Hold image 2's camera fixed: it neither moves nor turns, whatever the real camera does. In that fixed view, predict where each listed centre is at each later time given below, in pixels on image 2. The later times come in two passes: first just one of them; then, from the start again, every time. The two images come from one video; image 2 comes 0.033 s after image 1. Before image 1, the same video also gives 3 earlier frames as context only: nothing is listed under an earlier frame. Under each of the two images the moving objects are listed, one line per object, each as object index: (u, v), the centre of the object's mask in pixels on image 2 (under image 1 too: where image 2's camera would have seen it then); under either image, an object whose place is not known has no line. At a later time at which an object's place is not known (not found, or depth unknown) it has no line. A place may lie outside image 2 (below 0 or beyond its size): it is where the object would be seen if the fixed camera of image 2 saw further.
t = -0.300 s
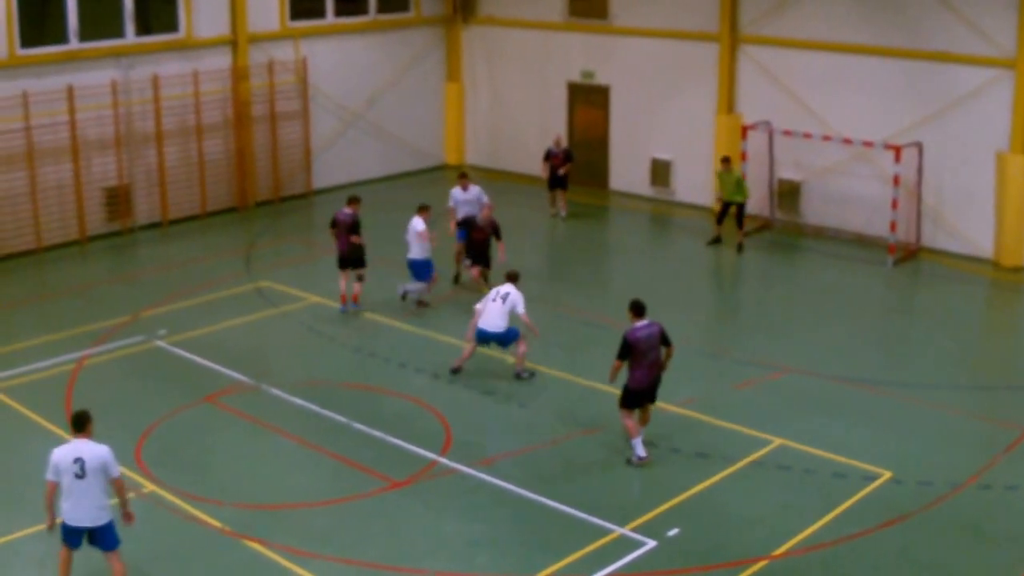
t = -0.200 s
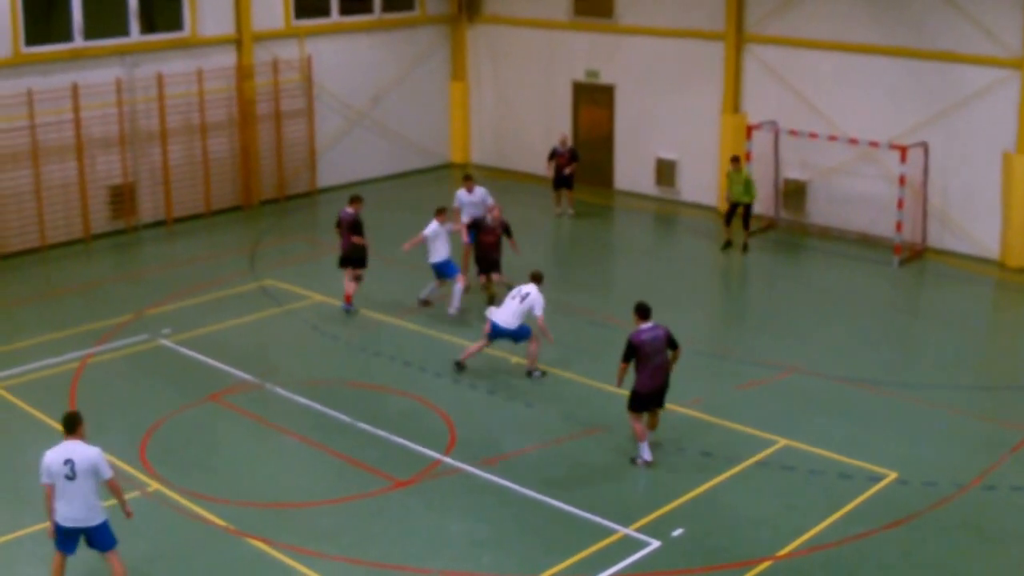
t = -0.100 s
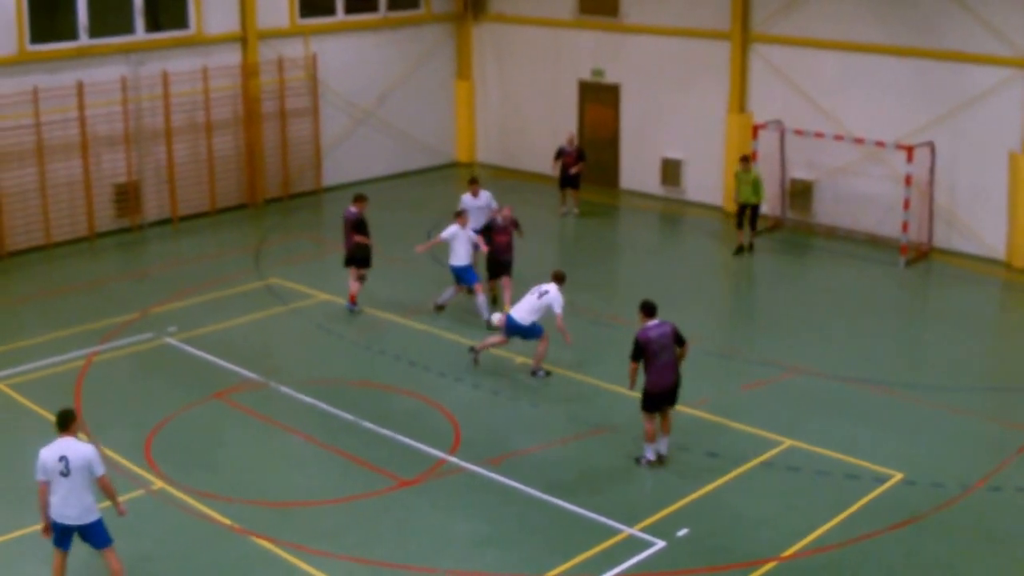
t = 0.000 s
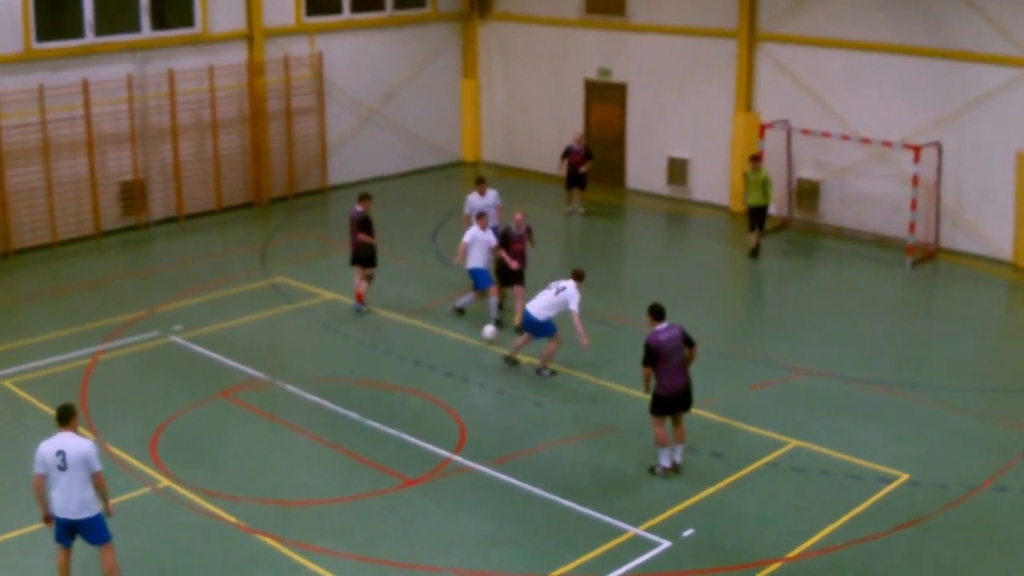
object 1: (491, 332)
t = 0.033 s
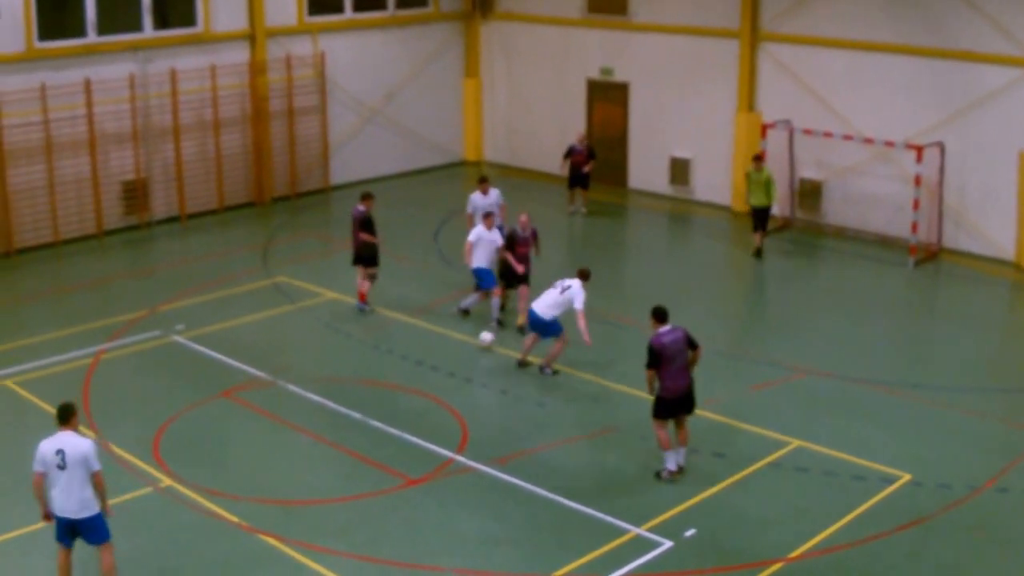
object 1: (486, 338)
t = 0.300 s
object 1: (435, 380)
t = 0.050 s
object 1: (484, 341)
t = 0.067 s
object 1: (481, 346)
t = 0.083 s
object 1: (478, 349)
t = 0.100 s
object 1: (476, 352)
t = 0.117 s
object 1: (473, 354)
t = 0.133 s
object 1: (470, 355)
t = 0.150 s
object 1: (467, 357)
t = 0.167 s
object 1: (464, 359)
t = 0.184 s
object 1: (460, 362)
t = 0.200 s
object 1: (457, 364)
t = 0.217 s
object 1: (453, 366)
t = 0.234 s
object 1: (450, 370)
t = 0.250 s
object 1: (446, 373)
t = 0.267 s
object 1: (443, 376)
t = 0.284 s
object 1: (439, 378)
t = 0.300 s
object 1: (435, 380)
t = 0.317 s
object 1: (431, 382)
